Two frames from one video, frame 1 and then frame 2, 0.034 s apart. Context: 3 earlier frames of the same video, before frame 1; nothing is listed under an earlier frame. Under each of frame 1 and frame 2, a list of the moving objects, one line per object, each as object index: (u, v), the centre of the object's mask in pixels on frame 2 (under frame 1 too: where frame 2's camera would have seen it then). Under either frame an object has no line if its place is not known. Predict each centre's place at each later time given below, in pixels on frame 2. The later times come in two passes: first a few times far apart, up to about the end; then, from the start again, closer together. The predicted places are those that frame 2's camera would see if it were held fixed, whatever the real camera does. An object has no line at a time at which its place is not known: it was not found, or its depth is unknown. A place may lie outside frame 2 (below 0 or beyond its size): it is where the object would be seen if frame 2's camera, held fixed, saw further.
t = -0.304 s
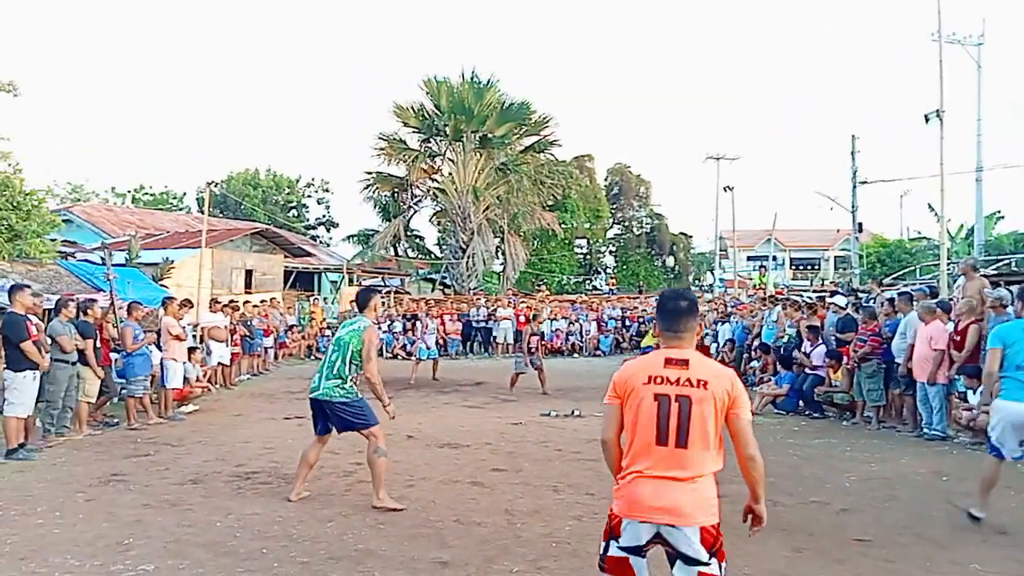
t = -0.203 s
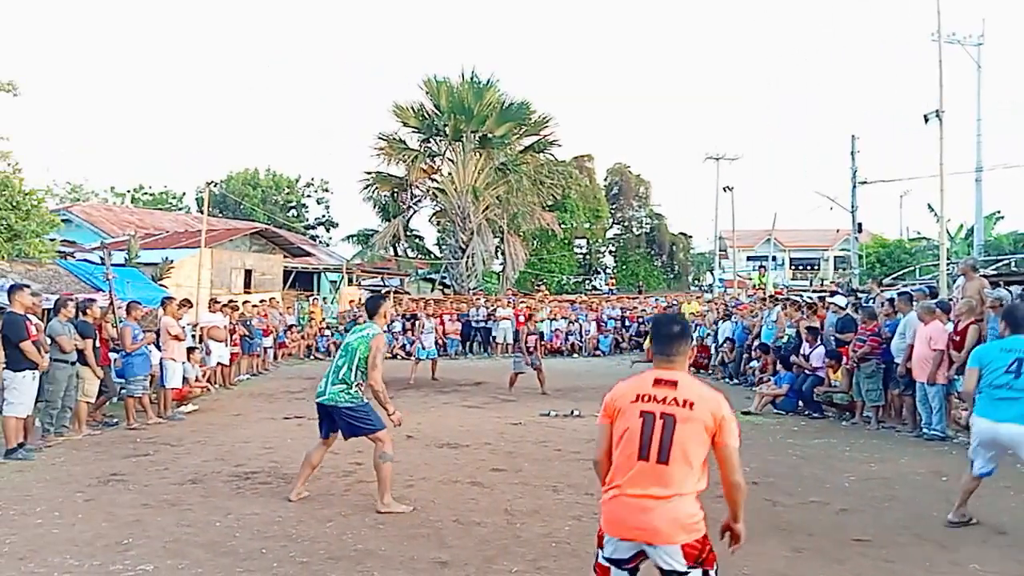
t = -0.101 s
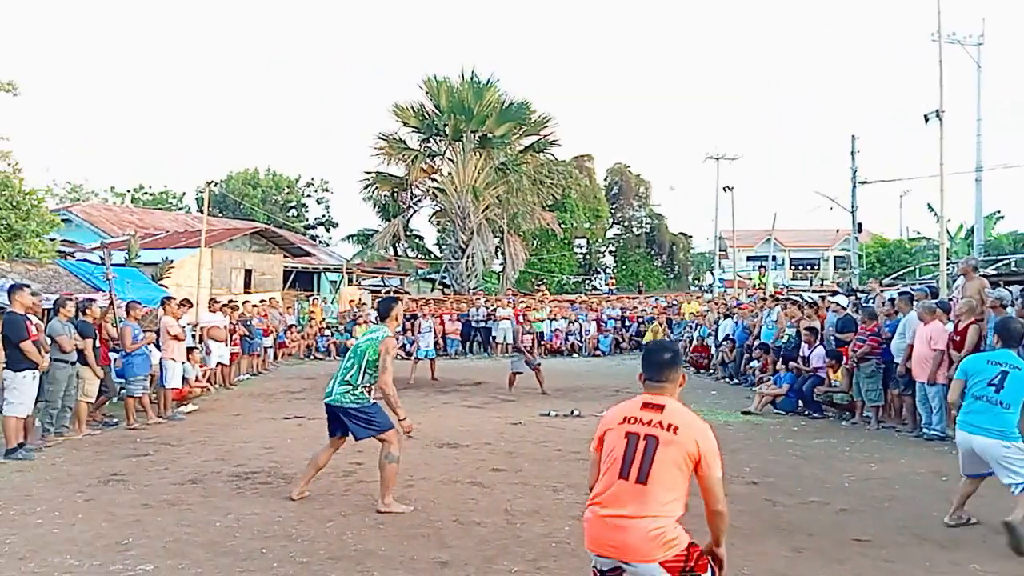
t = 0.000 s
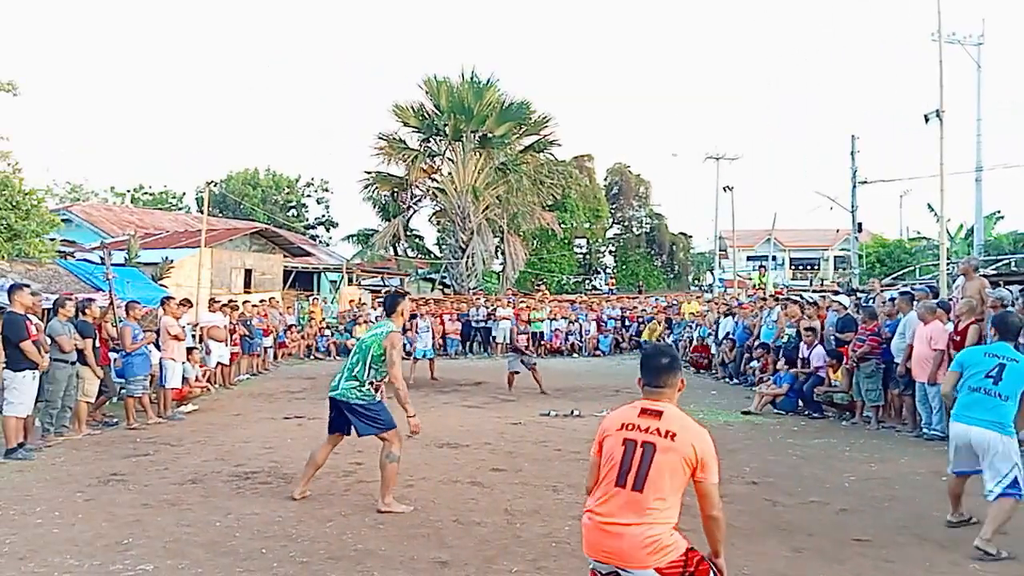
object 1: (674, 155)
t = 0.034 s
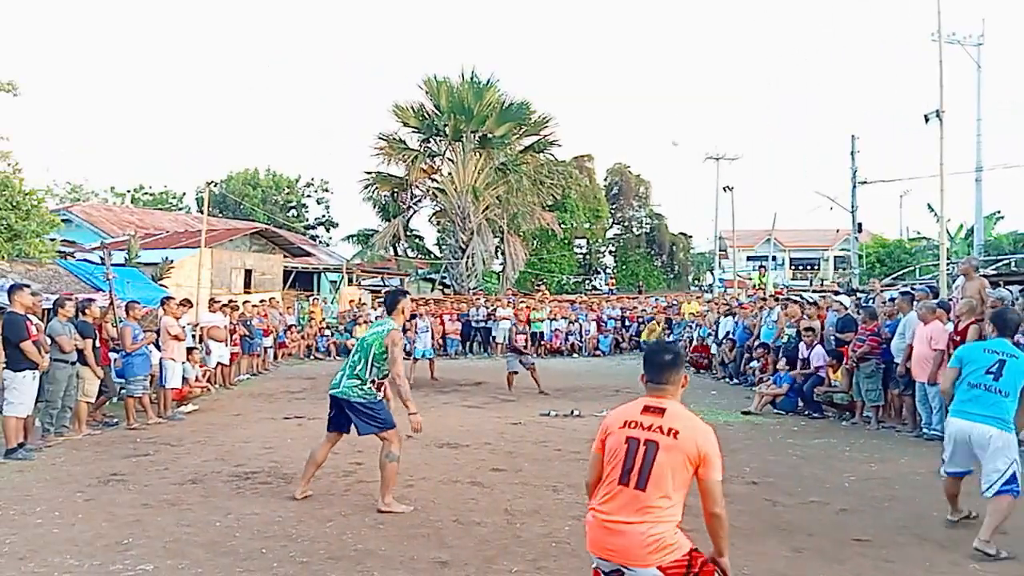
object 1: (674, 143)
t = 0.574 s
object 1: (705, 18)
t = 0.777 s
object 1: (733, 26)
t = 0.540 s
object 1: (702, 21)
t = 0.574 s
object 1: (705, 18)
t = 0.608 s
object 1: (709, 17)
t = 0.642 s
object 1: (712, 15)
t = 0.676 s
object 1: (716, 16)
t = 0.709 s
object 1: (722, 18)
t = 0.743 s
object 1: (727, 20)
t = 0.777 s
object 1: (733, 26)
